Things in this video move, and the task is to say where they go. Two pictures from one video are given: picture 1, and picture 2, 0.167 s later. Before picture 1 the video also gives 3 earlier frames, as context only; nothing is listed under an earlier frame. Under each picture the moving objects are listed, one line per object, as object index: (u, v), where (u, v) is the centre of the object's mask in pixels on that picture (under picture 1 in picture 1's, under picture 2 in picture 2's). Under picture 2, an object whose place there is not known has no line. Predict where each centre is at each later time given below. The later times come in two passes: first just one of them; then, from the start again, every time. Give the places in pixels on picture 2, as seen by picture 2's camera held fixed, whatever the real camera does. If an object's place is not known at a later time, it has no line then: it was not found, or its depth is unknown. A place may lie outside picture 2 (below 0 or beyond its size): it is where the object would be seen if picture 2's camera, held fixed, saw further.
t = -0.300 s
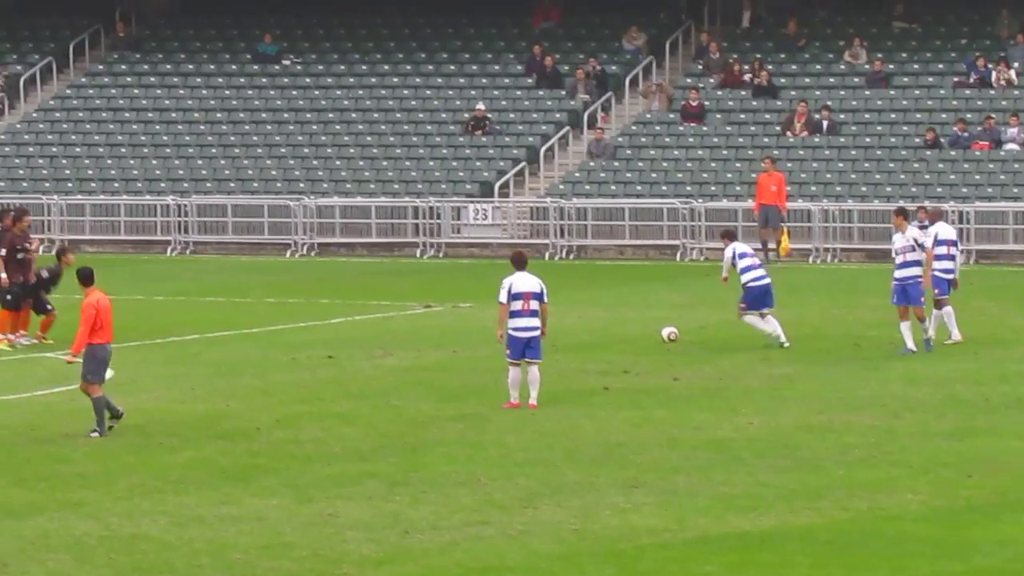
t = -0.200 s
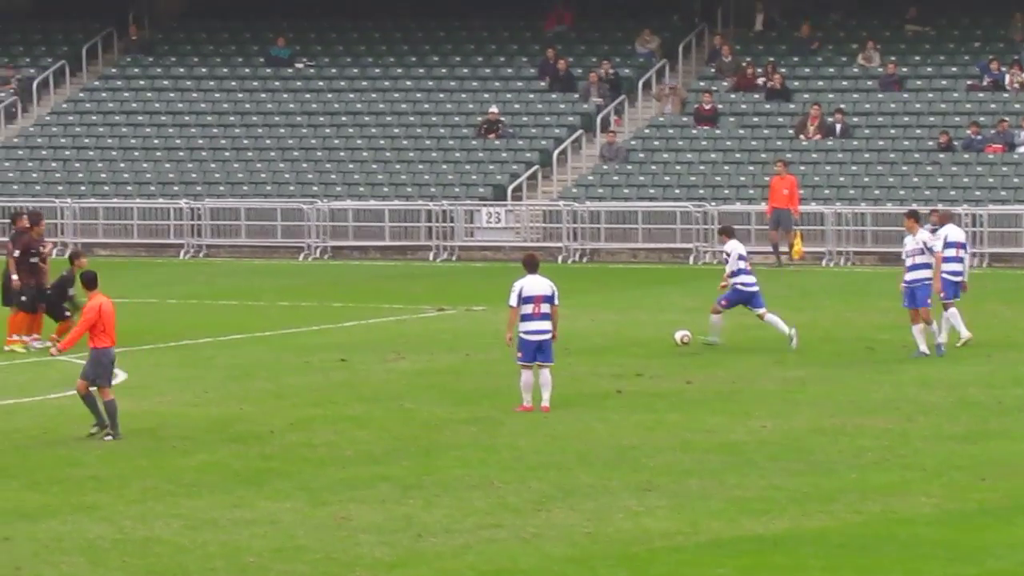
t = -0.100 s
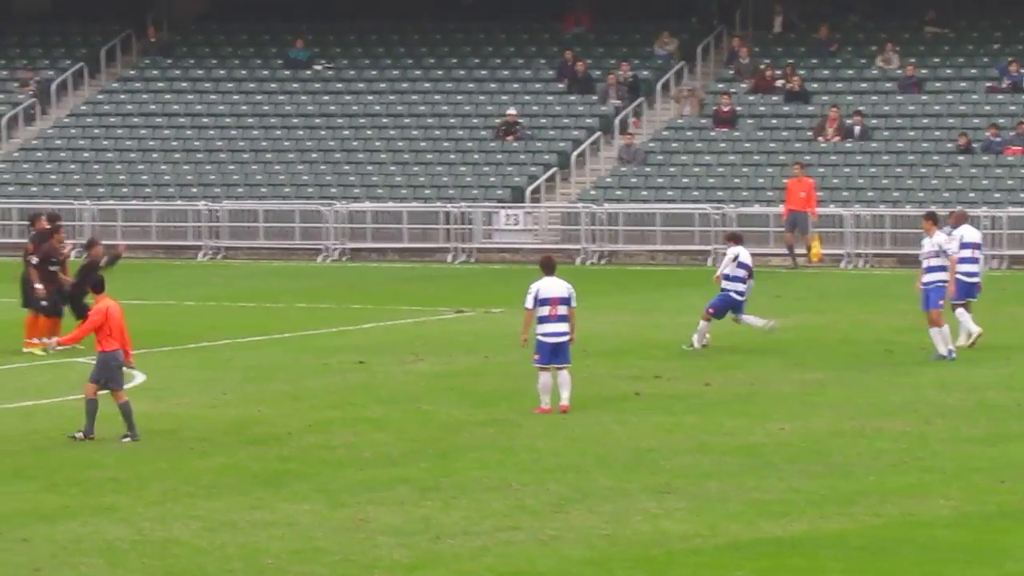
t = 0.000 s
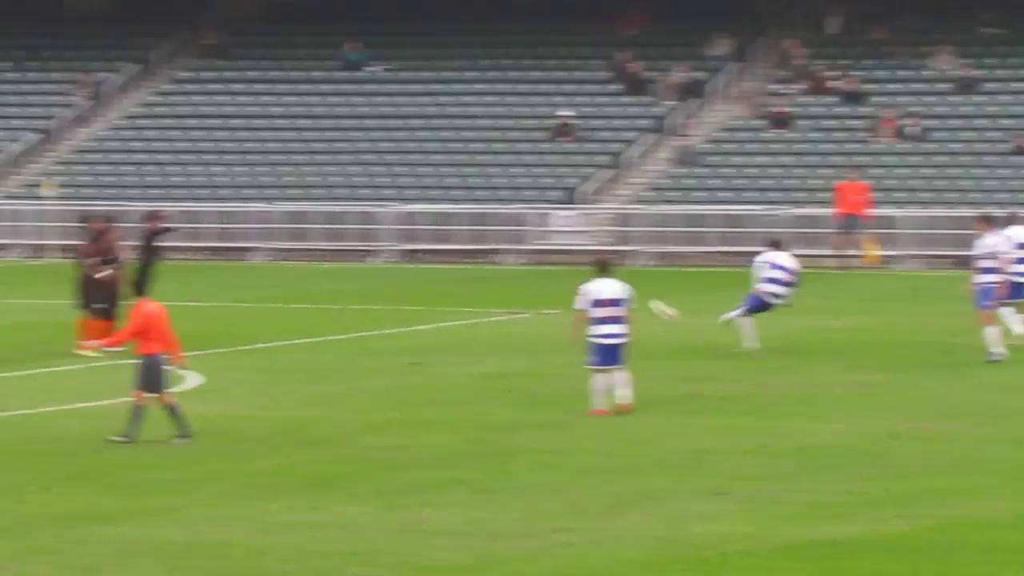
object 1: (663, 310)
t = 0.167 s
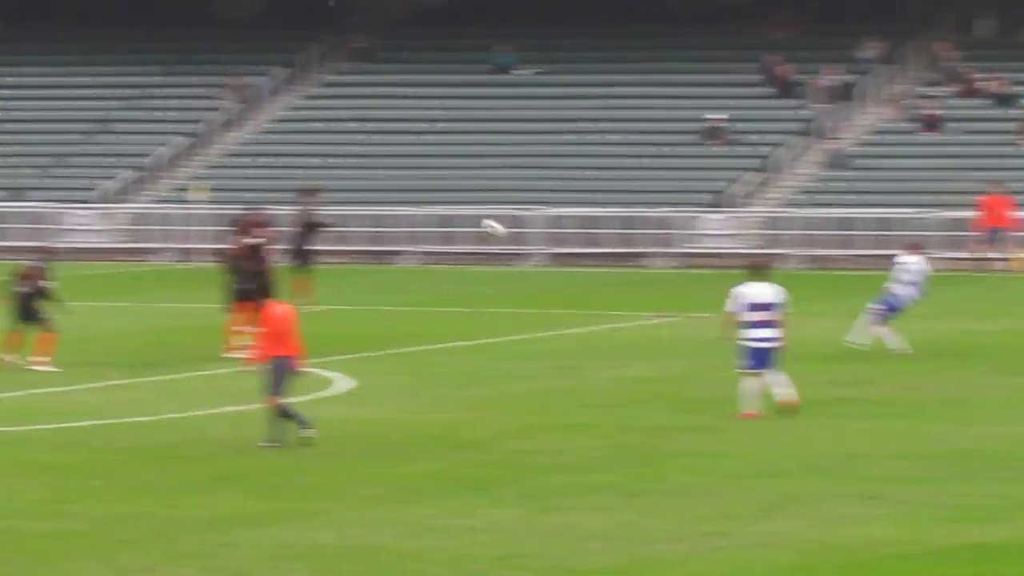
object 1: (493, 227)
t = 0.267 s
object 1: (321, 189)
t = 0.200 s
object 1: (439, 213)
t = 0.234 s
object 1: (379, 200)
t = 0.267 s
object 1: (321, 189)
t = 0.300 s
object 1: (265, 178)
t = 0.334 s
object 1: (210, 169)
